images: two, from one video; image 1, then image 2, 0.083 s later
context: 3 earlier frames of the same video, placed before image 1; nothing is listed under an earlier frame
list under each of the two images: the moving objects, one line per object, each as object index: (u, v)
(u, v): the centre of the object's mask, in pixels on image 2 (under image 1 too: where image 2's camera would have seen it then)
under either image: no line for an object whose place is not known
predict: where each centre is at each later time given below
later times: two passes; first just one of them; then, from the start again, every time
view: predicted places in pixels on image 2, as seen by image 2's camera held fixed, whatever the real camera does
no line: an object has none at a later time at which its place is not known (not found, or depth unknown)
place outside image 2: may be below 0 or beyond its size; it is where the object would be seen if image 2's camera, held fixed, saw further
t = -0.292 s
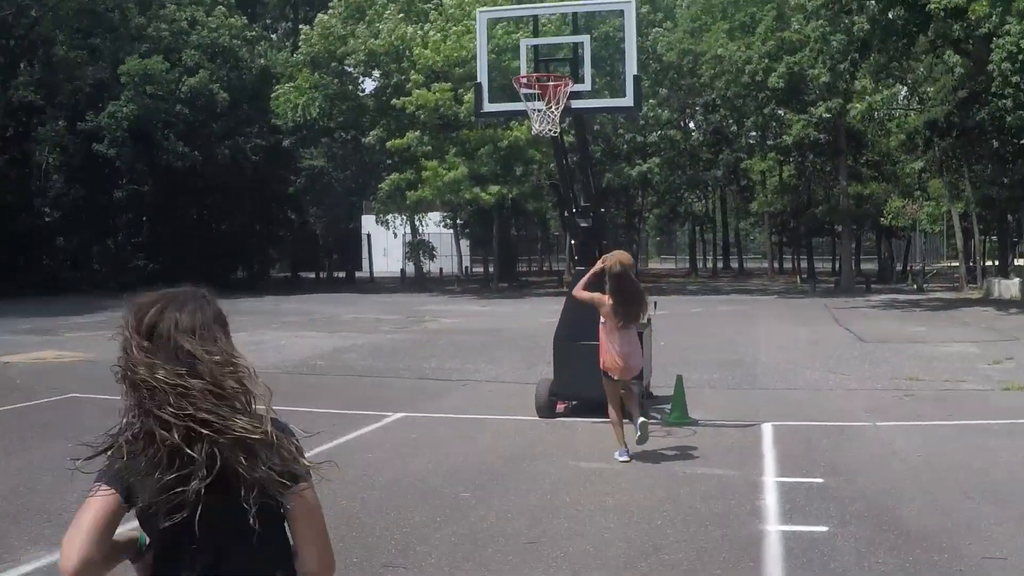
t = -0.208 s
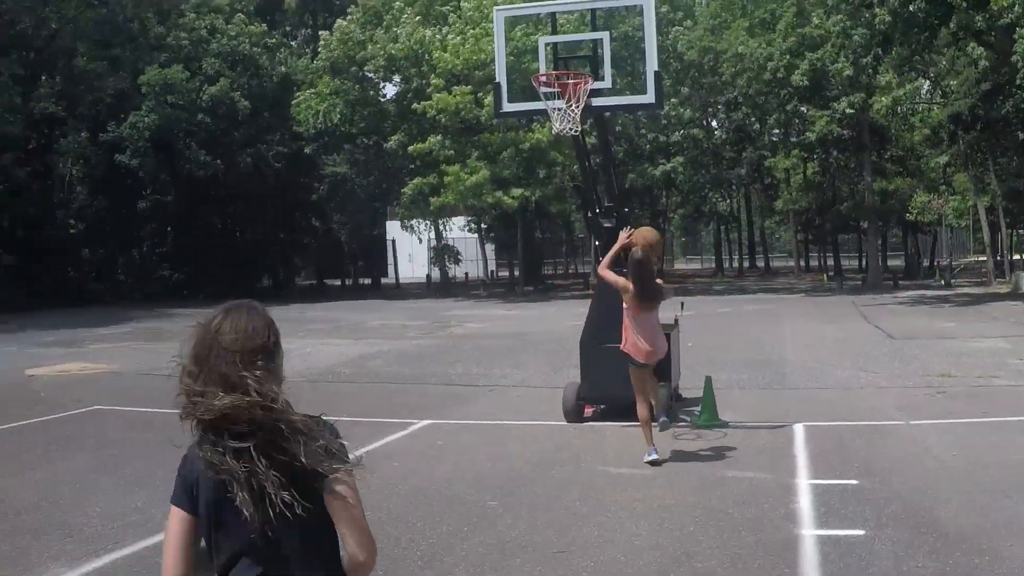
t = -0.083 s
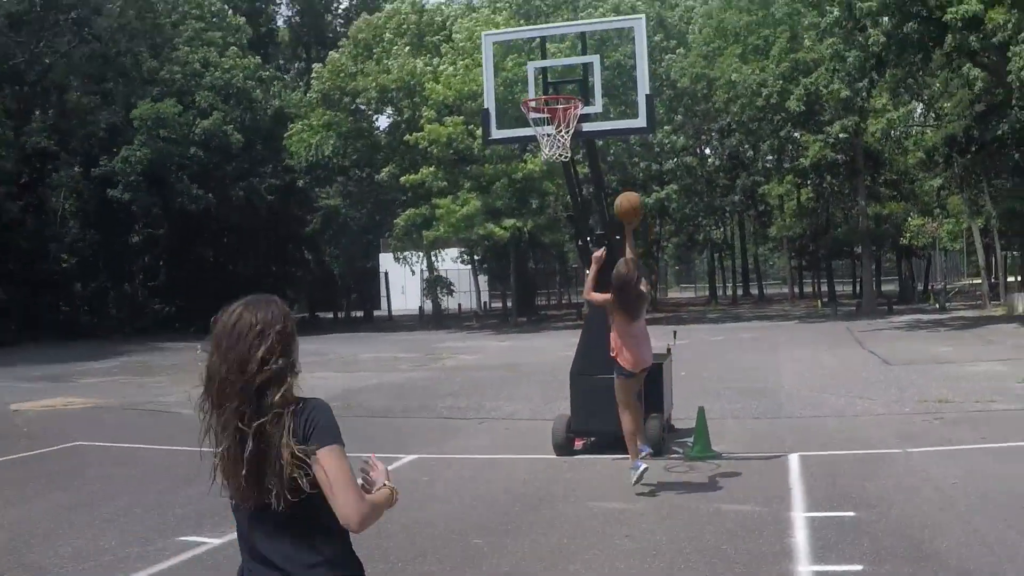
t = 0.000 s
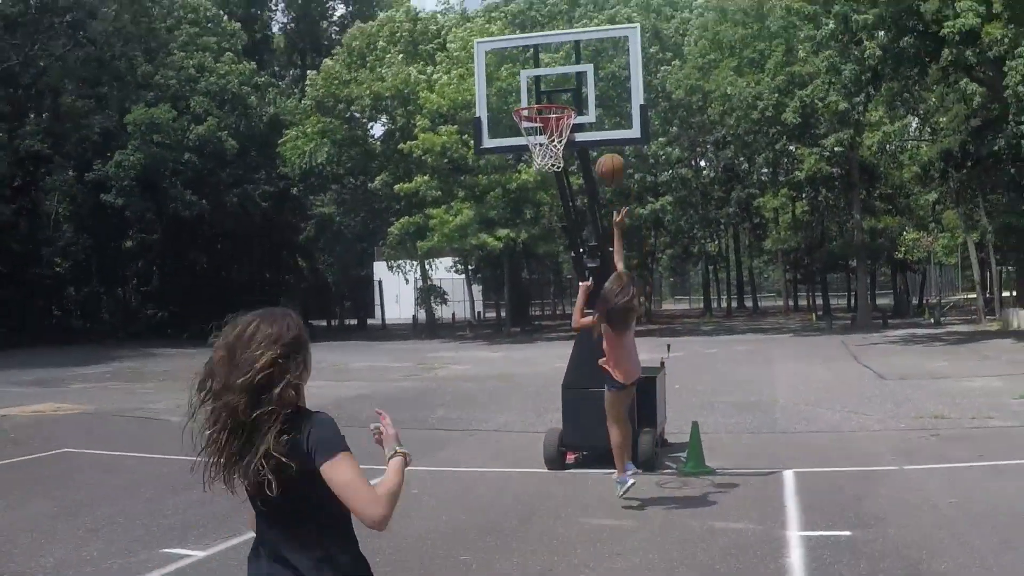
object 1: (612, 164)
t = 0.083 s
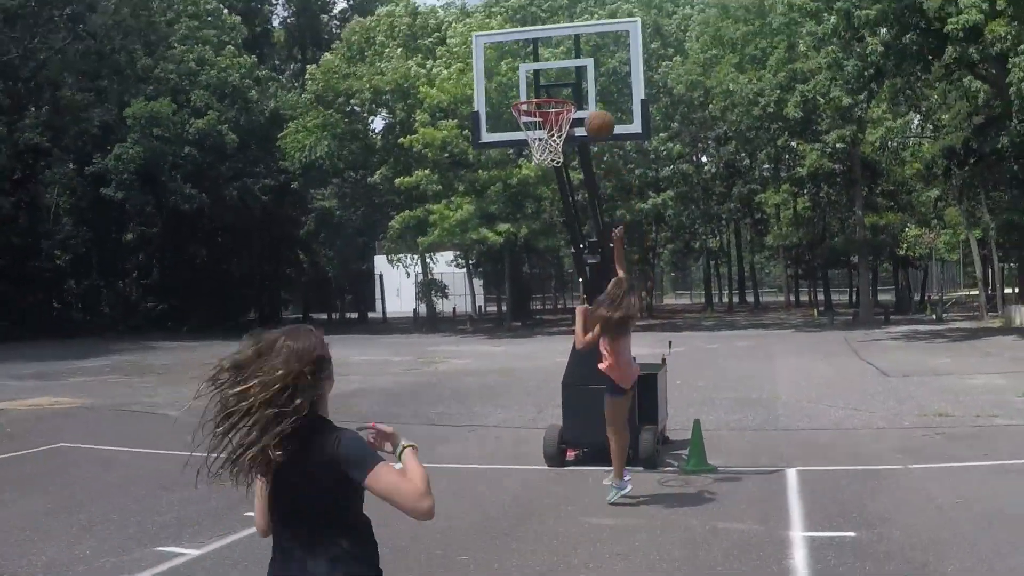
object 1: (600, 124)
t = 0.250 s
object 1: (579, 77)
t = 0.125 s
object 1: (594, 108)
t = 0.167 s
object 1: (588, 96)
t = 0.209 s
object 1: (583, 84)
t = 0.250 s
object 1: (579, 77)
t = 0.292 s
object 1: (575, 71)
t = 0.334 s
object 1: (571, 69)
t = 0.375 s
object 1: (565, 68)
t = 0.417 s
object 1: (556, 69)
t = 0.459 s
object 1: (554, 75)
